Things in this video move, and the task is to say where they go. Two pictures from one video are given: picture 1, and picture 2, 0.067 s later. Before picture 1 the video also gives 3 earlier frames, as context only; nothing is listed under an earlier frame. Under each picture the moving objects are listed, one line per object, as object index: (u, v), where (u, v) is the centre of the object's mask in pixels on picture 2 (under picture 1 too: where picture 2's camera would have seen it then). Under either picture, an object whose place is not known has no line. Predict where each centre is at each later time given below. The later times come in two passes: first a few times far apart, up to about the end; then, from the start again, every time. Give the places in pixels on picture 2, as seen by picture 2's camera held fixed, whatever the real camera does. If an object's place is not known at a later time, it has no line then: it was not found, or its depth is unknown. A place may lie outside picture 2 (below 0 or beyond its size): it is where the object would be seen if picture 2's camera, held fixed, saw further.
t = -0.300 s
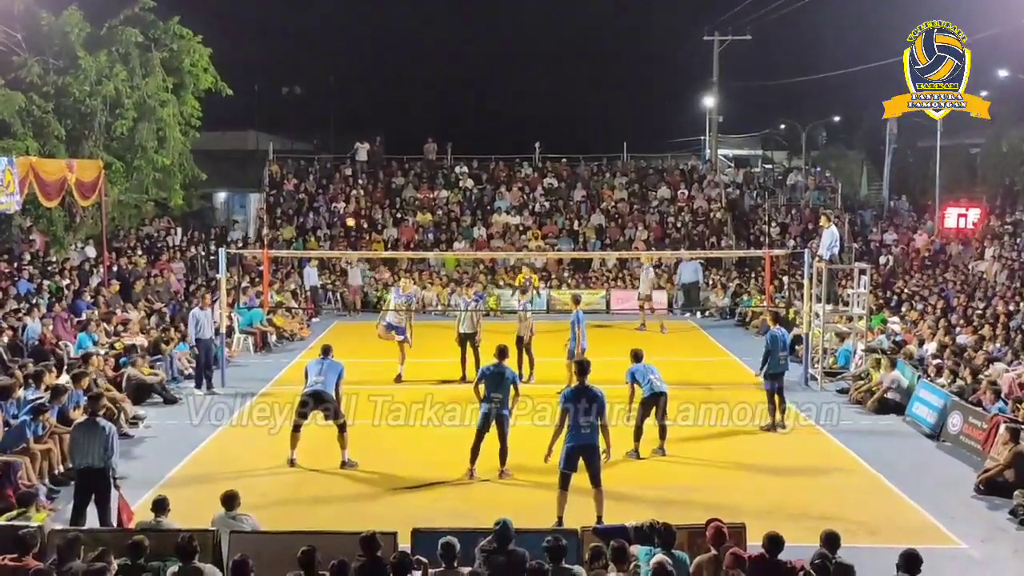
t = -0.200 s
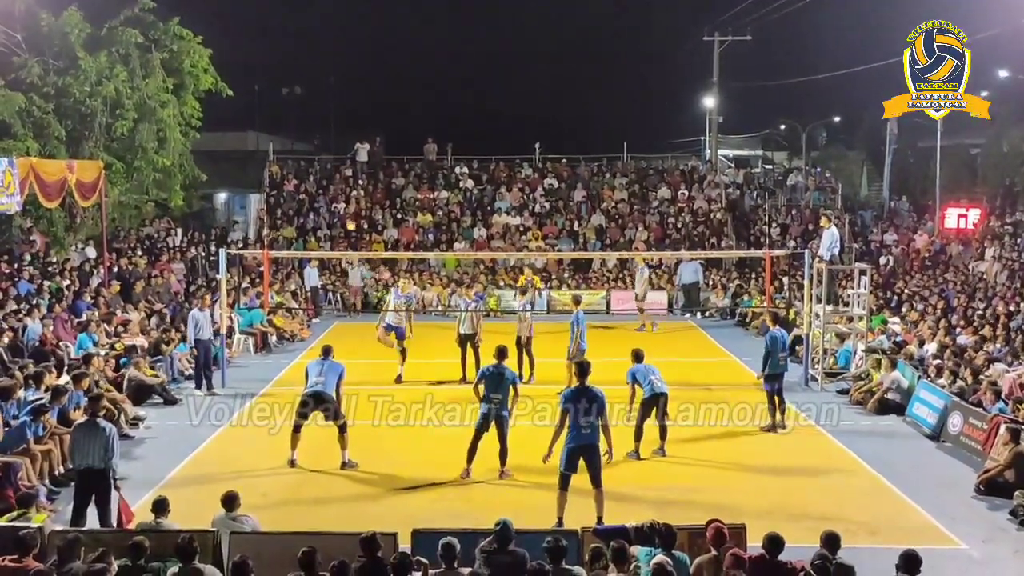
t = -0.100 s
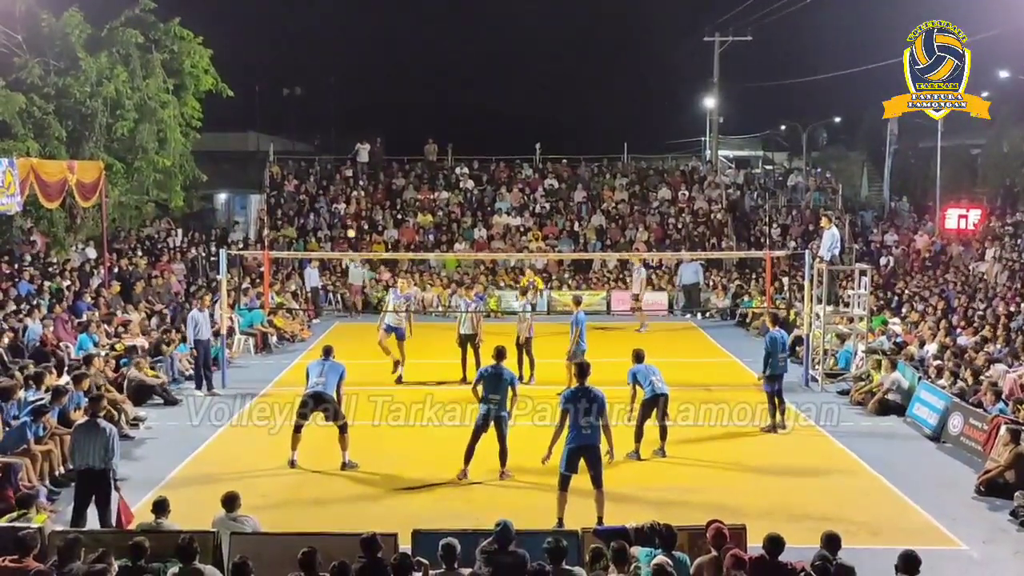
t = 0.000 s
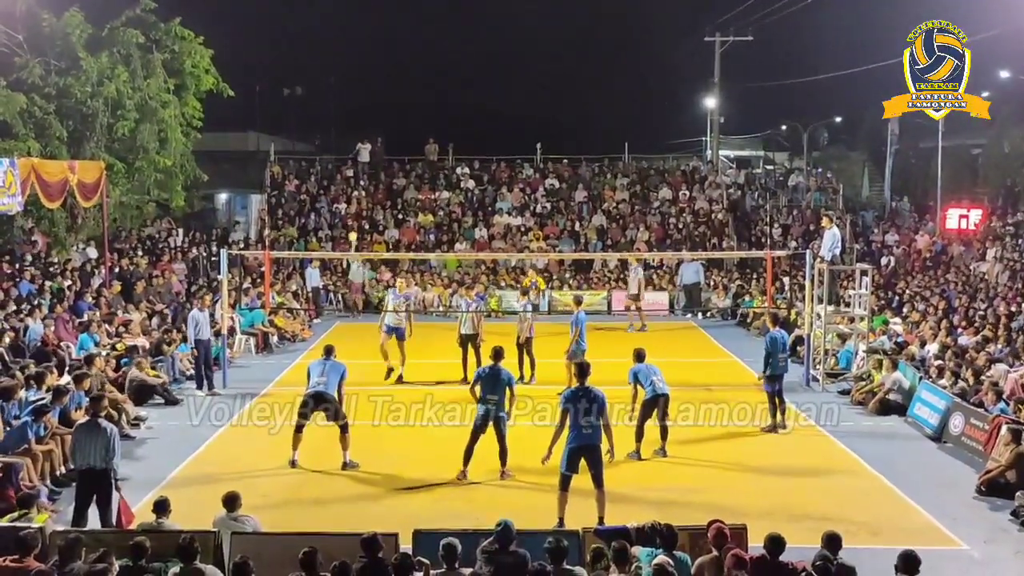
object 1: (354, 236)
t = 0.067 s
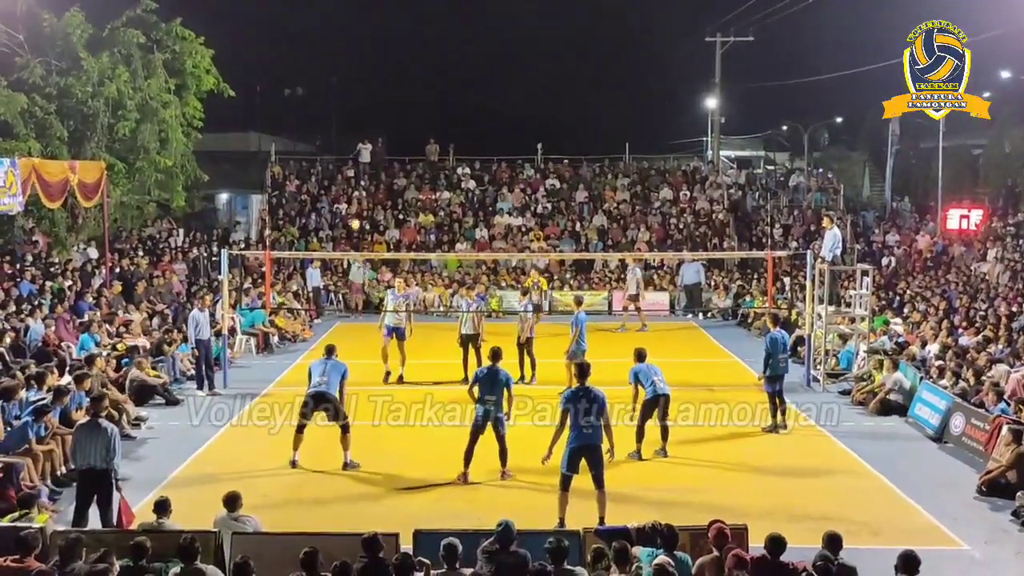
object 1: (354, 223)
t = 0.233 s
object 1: (361, 196)
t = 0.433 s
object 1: (371, 171)
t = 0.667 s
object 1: (389, 172)
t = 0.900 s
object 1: (413, 198)
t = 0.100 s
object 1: (356, 218)
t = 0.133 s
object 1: (357, 211)
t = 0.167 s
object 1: (358, 206)
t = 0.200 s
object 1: (360, 201)
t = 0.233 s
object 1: (361, 196)
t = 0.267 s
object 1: (363, 191)
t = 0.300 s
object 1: (364, 187)
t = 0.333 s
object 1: (366, 182)
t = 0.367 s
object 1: (368, 180)
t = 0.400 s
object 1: (370, 178)
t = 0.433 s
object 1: (371, 171)
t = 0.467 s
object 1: (374, 173)
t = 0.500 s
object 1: (376, 172)
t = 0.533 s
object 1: (378, 171)
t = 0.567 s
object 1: (381, 170)
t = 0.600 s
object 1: (384, 170)
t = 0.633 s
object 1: (387, 171)
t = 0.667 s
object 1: (389, 172)
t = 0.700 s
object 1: (393, 173)
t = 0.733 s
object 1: (396, 175)
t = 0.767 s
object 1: (399, 179)
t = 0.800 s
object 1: (402, 183)
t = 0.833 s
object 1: (406, 187)
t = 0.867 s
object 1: (410, 193)
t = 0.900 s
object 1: (413, 198)
